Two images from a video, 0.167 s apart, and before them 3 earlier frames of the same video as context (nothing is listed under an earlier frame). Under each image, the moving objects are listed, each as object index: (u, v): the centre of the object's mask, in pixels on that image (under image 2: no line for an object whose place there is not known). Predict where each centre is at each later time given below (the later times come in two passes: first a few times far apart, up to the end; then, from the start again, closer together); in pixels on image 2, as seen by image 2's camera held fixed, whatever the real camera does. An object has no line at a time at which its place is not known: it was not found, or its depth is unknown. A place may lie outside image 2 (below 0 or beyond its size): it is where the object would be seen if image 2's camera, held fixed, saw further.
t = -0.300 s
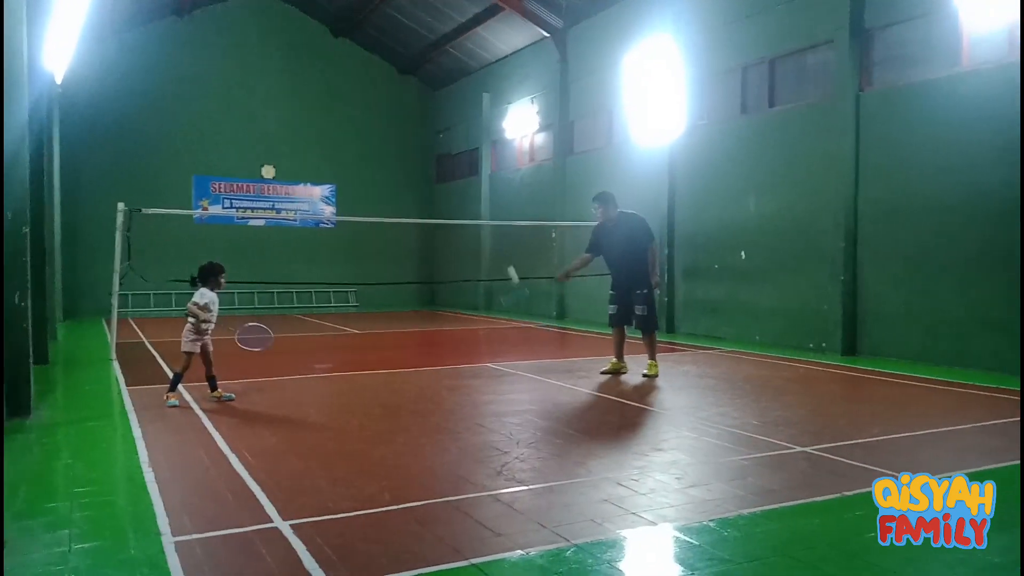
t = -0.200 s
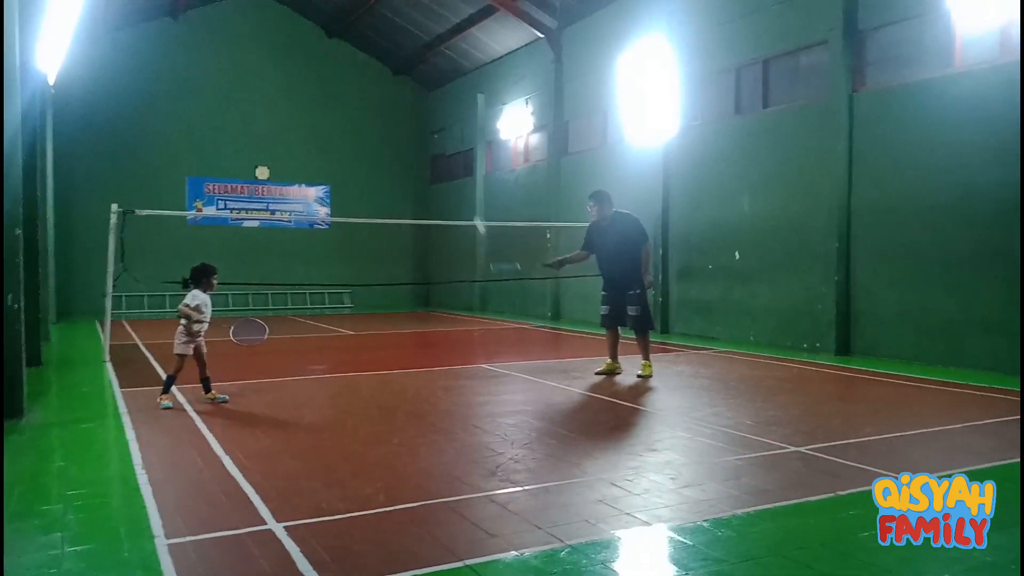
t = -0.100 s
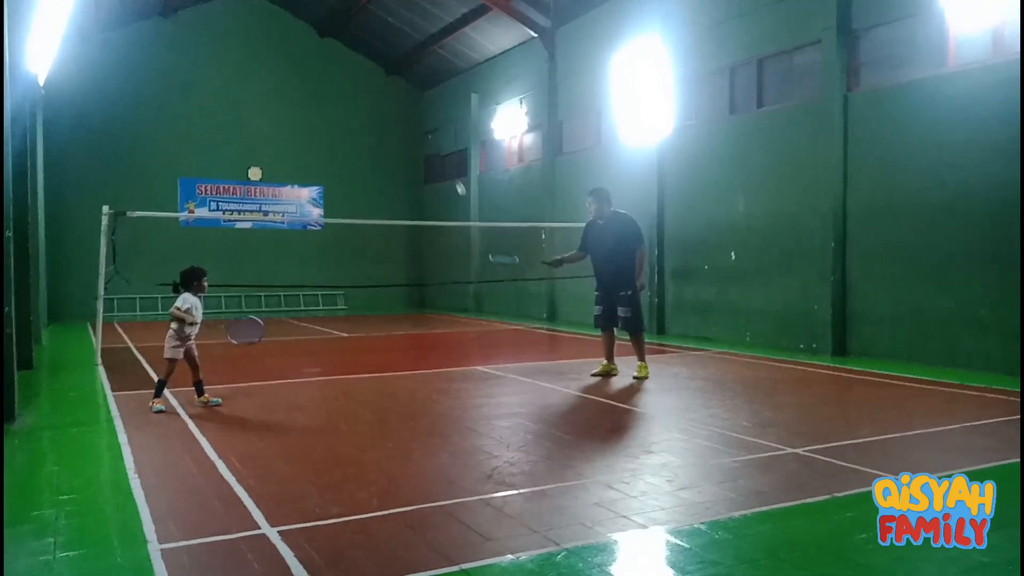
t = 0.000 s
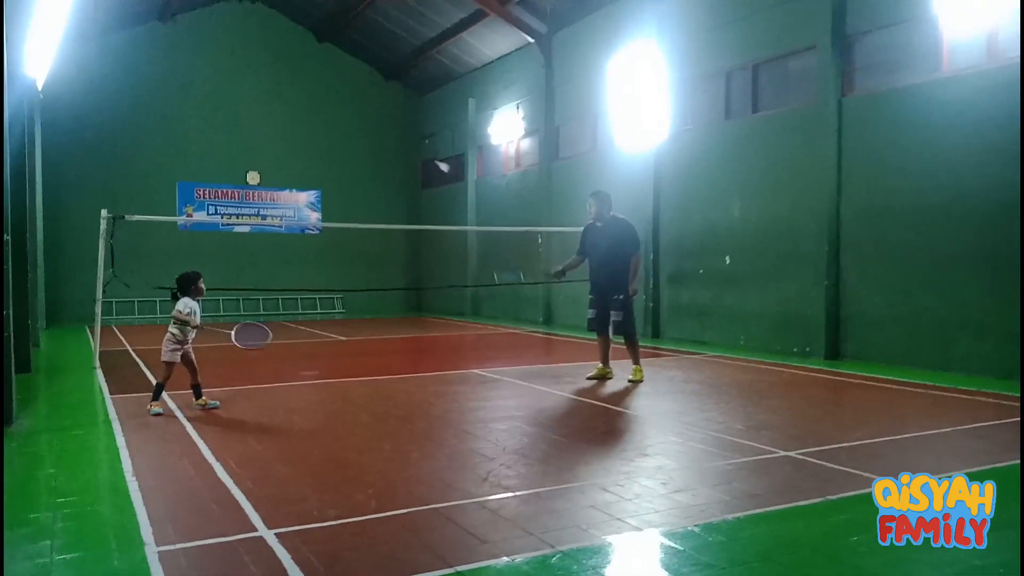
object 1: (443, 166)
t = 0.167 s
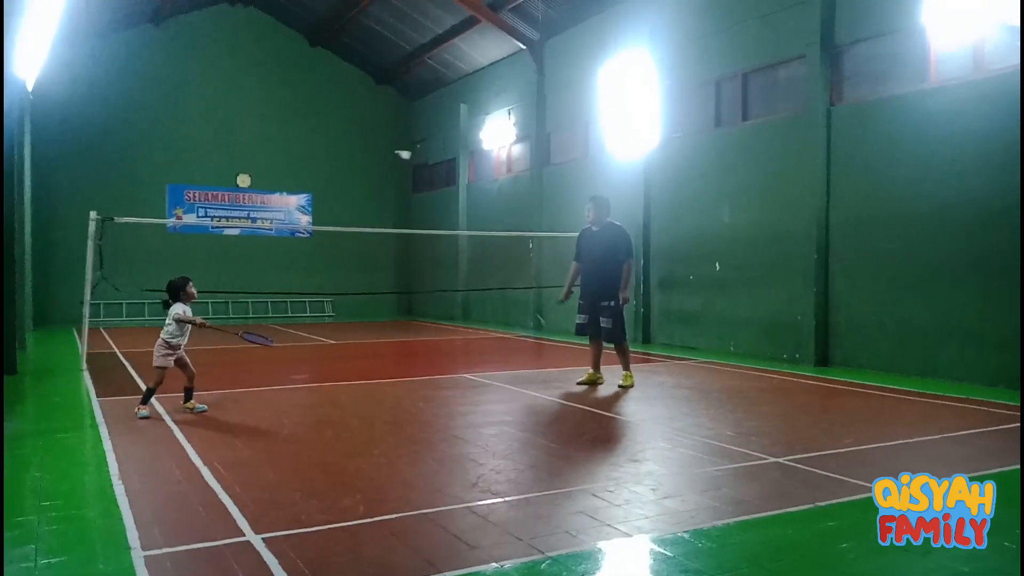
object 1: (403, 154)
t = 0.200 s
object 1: (397, 154)
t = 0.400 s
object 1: (359, 185)
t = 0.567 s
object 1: (330, 254)
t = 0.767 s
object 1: (300, 379)
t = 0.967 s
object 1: (295, 377)
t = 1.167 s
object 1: (300, 389)
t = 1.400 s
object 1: (315, 402)
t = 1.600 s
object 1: (328, 409)
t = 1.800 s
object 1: (330, 412)
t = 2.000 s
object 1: (330, 412)
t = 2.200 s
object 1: (332, 412)
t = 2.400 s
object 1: (332, 412)
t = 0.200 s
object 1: (397, 154)
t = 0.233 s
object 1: (391, 156)
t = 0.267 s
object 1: (385, 159)
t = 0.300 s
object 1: (378, 163)
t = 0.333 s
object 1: (372, 169)
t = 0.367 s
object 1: (365, 176)
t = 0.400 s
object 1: (359, 185)
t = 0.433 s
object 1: (353, 196)
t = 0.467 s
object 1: (348, 209)
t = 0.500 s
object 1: (342, 222)
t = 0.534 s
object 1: (336, 238)
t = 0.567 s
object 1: (330, 254)
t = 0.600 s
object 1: (326, 272)
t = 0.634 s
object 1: (321, 291)
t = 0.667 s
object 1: (315, 312)
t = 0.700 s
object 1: (310, 333)
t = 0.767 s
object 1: (300, 379)
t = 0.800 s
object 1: (295, 402)
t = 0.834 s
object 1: (294, 401)
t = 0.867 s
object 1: (294, 392)
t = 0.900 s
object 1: (293, 384)
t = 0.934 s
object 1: (294, 380)
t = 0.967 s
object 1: (295, 377)
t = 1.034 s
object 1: (296, 376)
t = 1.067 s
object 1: (297, 377)
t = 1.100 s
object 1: (299, 380)
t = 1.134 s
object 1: (299, 383)
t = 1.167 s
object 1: (300, 389)
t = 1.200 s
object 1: (301, 395)
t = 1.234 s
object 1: (301, 403)
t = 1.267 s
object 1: (303, 410)
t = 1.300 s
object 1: (306, 408)
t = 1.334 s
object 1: (308, 404)
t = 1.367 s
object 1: (311, 403)
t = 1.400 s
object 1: (315, 402)
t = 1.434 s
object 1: (317, 404)
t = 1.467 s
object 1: (320, 407)
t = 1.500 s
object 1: (323, 409)
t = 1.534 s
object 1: (326, 410)
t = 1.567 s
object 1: (327, 409)
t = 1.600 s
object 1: (328, 409)
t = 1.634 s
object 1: (329, 410)
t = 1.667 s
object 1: (329, 411)
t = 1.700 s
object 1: (330, 411)
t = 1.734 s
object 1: (330, 411)
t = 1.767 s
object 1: (330, 411)
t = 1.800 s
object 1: (330, 412)
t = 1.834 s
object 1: (331, 412)
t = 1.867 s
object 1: (330, 412)
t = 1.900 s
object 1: (330, 412)
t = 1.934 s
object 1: (330, 412)
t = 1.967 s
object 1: (330, 412)
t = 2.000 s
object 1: (330, 412)
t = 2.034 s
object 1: (331, 412)
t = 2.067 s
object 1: (331, 412)
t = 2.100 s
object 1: (331, 412)
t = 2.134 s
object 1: (332, 412)
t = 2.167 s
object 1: (332, 412)
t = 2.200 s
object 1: (332, 412)
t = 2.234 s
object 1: (332, 412)
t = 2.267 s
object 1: (332, 412)
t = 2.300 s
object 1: (331, 412)
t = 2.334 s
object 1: (331, 412)
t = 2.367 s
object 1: (332, 412)
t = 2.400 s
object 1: (332, 412)
